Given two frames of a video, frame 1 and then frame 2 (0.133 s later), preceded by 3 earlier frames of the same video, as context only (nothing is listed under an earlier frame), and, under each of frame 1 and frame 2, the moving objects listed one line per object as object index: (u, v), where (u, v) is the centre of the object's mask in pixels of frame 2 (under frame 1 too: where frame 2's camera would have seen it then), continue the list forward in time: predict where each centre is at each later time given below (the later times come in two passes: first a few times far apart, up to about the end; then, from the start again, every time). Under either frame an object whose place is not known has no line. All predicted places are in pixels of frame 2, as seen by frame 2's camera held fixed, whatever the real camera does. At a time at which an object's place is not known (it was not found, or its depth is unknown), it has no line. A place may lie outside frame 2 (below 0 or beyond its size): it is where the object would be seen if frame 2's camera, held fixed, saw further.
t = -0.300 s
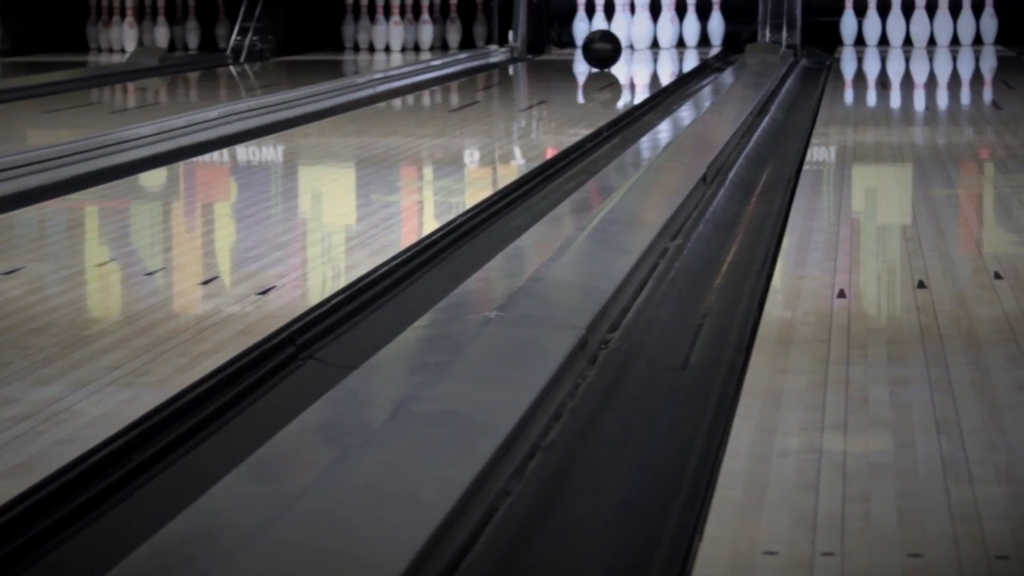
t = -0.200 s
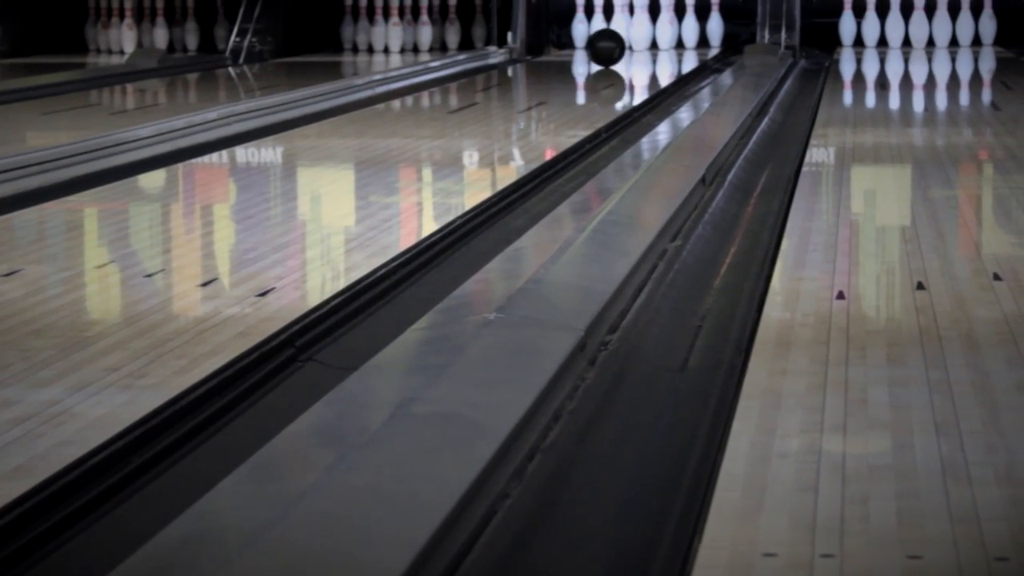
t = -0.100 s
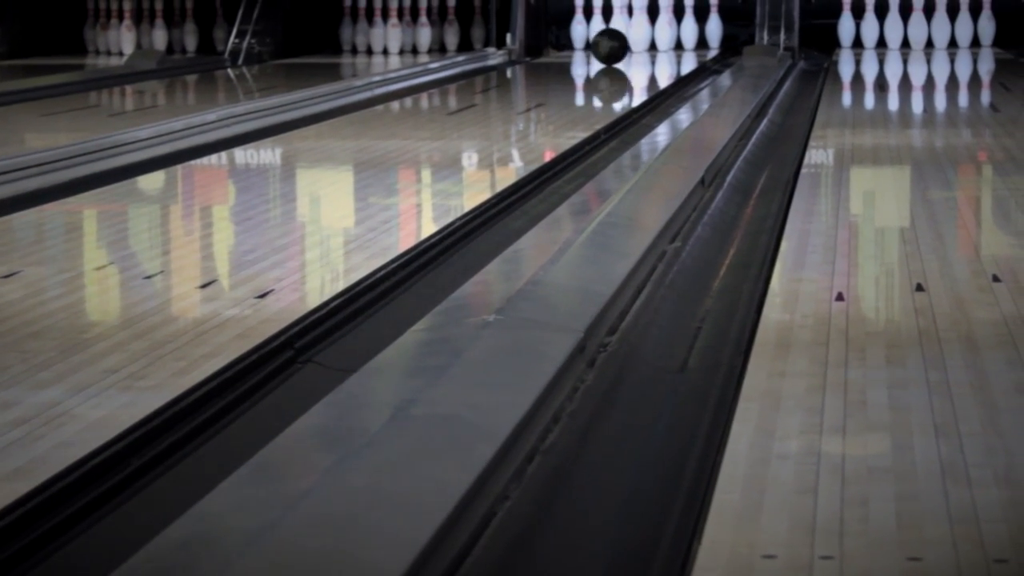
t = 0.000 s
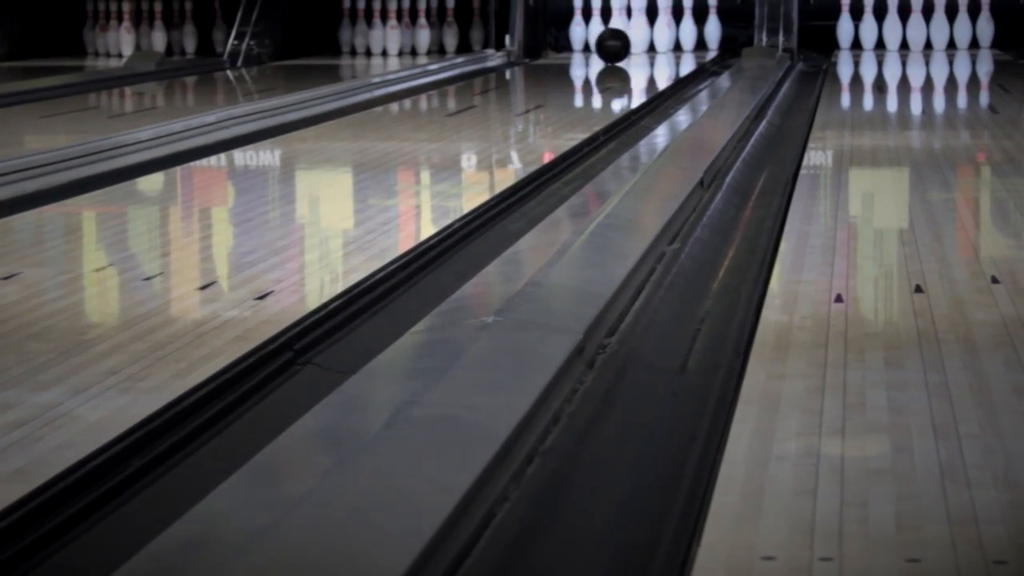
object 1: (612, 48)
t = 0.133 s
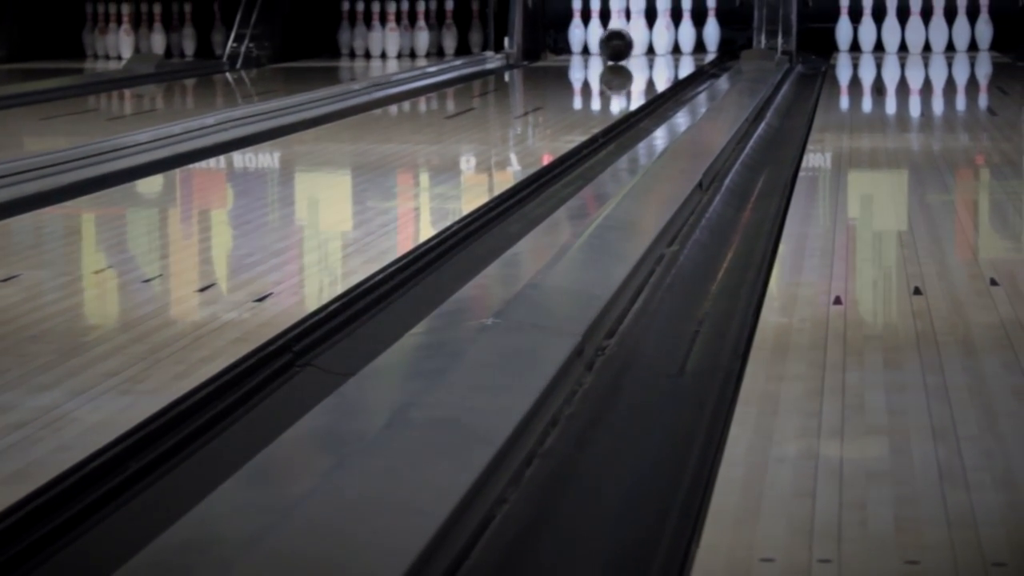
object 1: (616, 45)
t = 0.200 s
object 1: (617, 44)
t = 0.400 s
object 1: (617, 40)
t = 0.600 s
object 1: (610, 39)
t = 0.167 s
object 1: (617, 45)
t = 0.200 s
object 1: (617, 44)
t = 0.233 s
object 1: (618, 43)
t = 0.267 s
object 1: (619, 42)
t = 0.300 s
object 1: (619, 41)
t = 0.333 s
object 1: (620, 40)
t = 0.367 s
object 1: (619, 41)
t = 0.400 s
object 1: (617, 40)
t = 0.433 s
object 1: (614, 40)
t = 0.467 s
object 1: (613, 39)
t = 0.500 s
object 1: (611, 39)
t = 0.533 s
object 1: (610, 40)
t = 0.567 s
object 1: (611, 39)
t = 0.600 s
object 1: (610, 39)
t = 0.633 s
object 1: (608, 39)
